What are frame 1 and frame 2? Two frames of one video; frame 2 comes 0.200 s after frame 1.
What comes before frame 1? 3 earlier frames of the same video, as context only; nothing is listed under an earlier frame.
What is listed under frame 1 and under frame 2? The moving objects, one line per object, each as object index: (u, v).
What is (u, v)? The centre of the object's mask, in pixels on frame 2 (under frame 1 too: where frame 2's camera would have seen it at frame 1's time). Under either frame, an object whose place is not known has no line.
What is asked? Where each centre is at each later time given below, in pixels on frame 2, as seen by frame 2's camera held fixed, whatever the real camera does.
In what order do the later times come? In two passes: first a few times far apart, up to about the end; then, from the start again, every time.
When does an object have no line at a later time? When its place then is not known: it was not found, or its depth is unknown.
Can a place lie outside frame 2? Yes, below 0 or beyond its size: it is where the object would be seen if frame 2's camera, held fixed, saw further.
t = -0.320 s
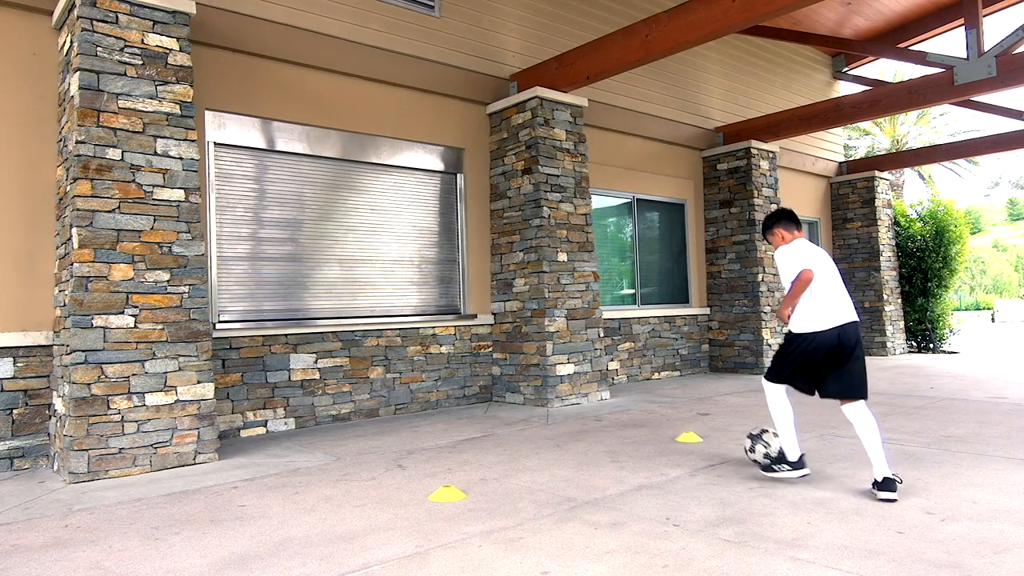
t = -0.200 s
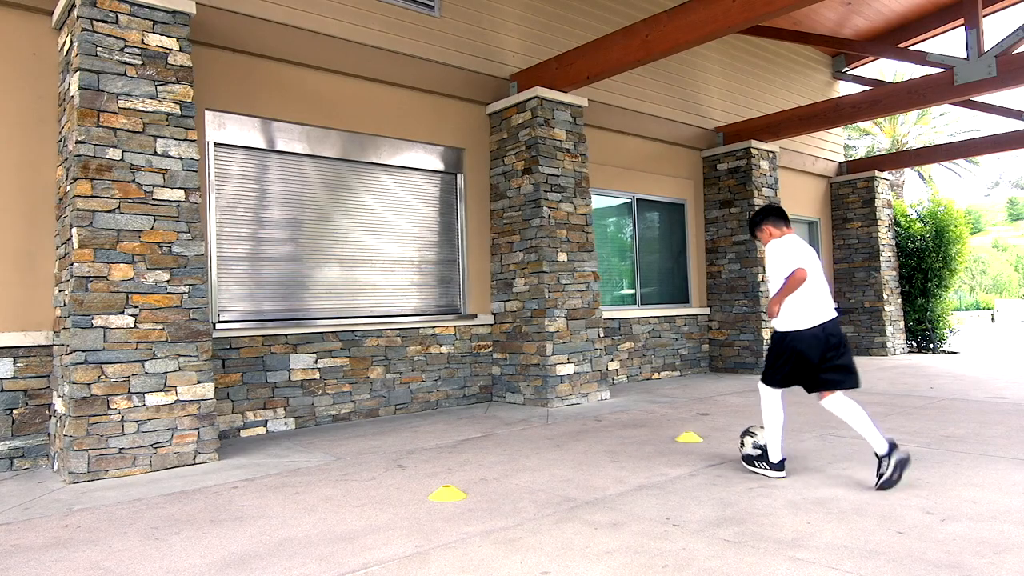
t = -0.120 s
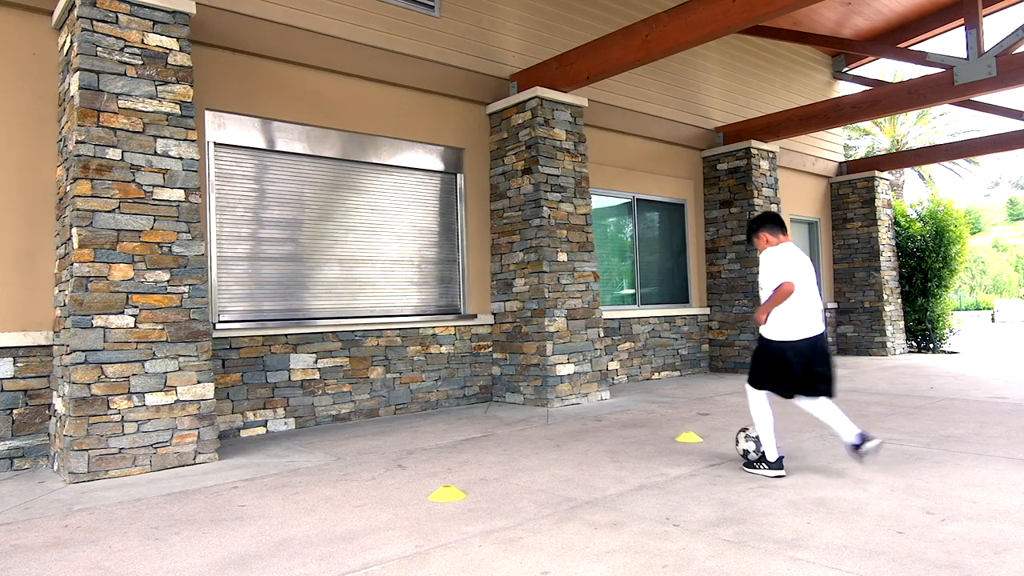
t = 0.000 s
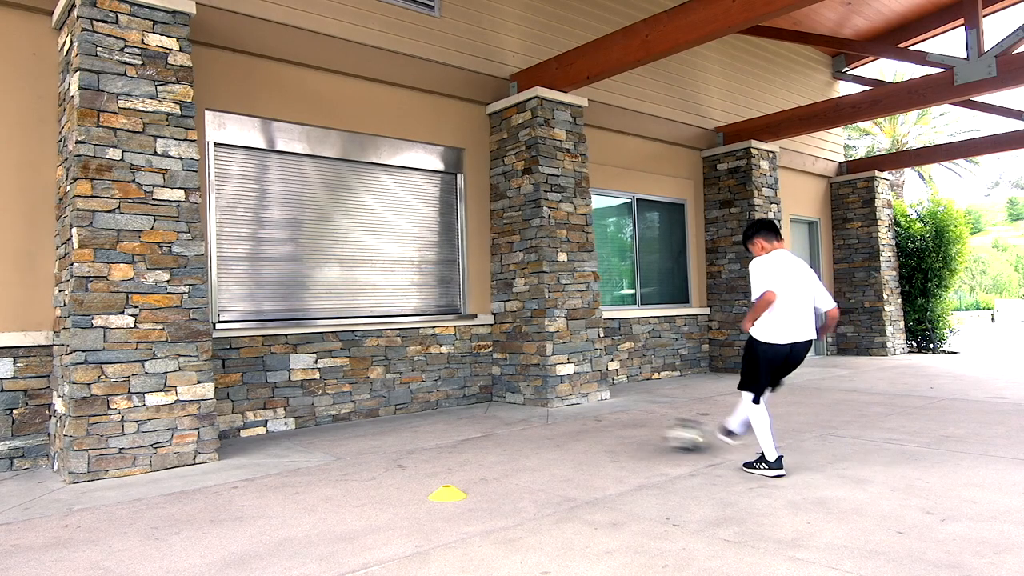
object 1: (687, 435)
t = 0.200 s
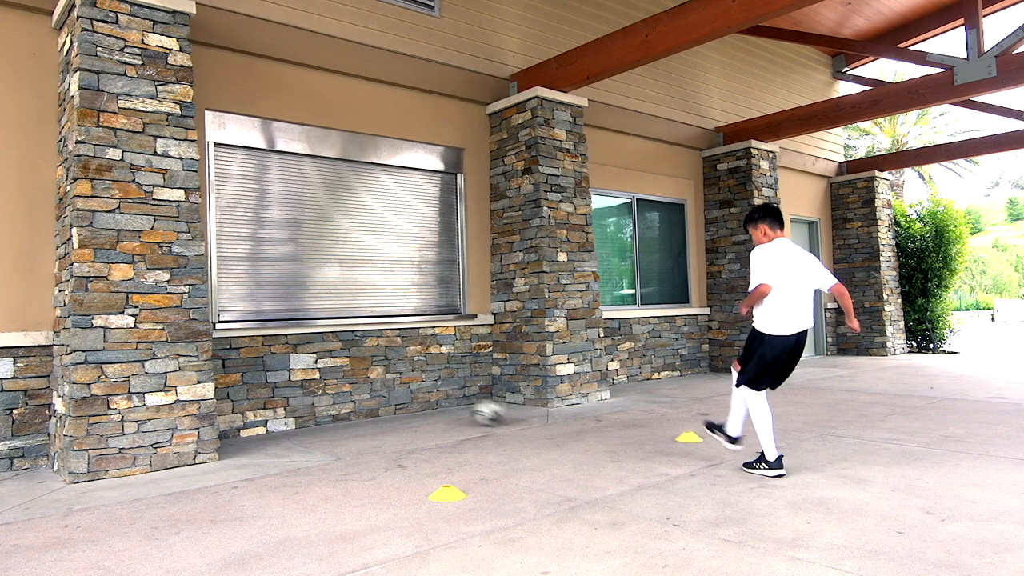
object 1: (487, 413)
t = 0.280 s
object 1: (435, 406)
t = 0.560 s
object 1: (486, 414)
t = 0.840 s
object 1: (608, 439)
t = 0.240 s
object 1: (460, 409)
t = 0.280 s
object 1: (435, 406)
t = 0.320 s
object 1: (410, 402)
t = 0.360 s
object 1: (409, 402)
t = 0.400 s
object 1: (425, 403)
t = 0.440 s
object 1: (440, 407)
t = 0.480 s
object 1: (456, 412)
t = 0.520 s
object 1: (471, 412)
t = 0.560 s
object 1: (486, 414)
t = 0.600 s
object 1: (502, 418)
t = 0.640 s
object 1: (521, 424)
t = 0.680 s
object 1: (538, 425)
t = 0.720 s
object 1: (555, 428)
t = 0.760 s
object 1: (573, 433)
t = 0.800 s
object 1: (590, 435)
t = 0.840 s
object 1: (608, 439)
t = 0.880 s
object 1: (625, 441)
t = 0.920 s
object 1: (643, 446)
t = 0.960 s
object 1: (662, 446)
